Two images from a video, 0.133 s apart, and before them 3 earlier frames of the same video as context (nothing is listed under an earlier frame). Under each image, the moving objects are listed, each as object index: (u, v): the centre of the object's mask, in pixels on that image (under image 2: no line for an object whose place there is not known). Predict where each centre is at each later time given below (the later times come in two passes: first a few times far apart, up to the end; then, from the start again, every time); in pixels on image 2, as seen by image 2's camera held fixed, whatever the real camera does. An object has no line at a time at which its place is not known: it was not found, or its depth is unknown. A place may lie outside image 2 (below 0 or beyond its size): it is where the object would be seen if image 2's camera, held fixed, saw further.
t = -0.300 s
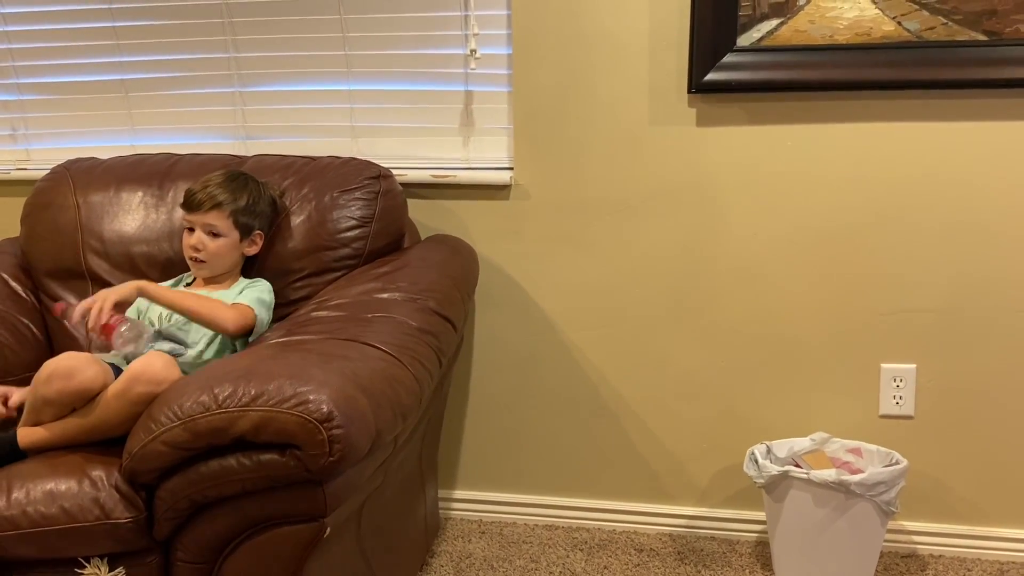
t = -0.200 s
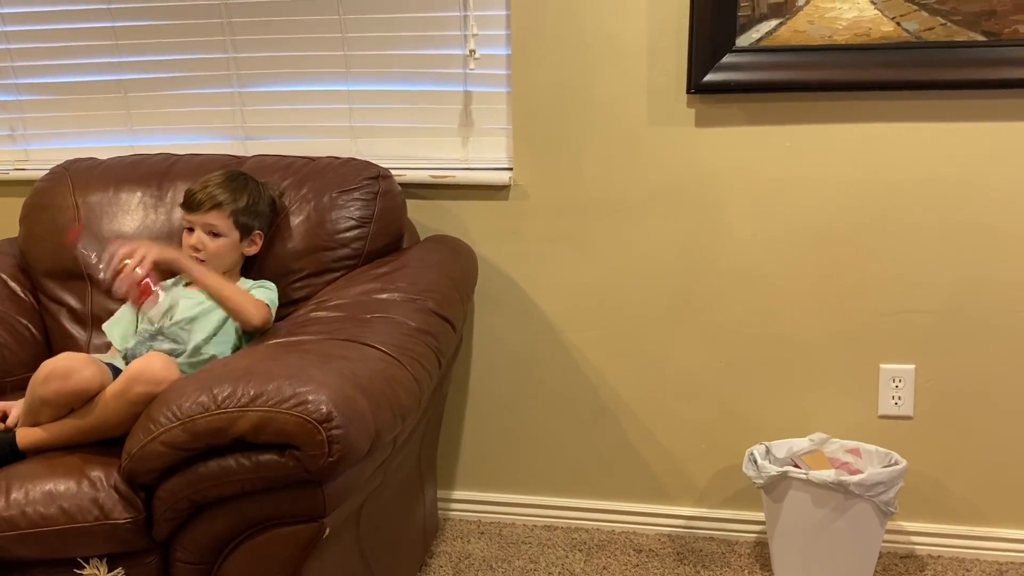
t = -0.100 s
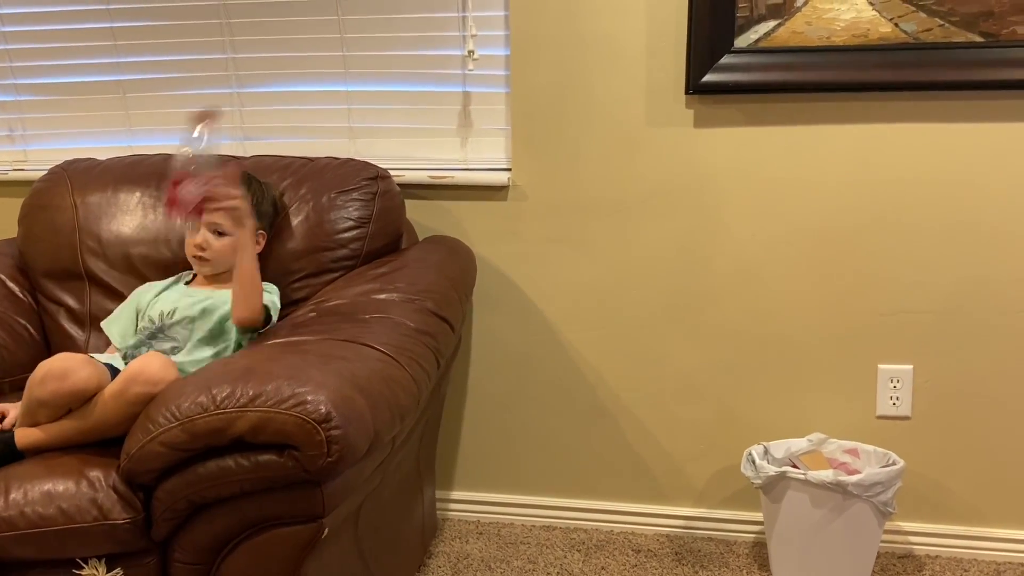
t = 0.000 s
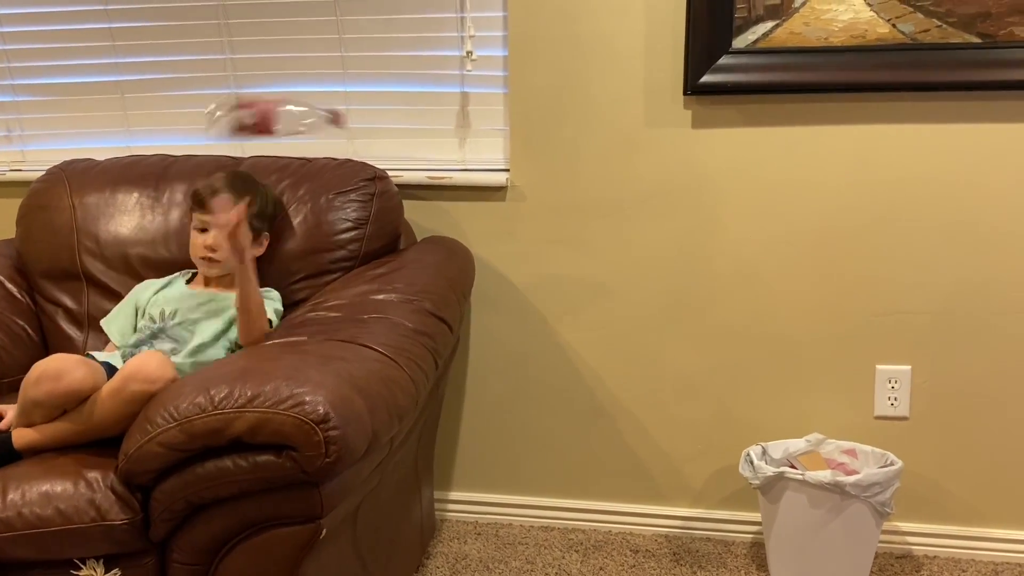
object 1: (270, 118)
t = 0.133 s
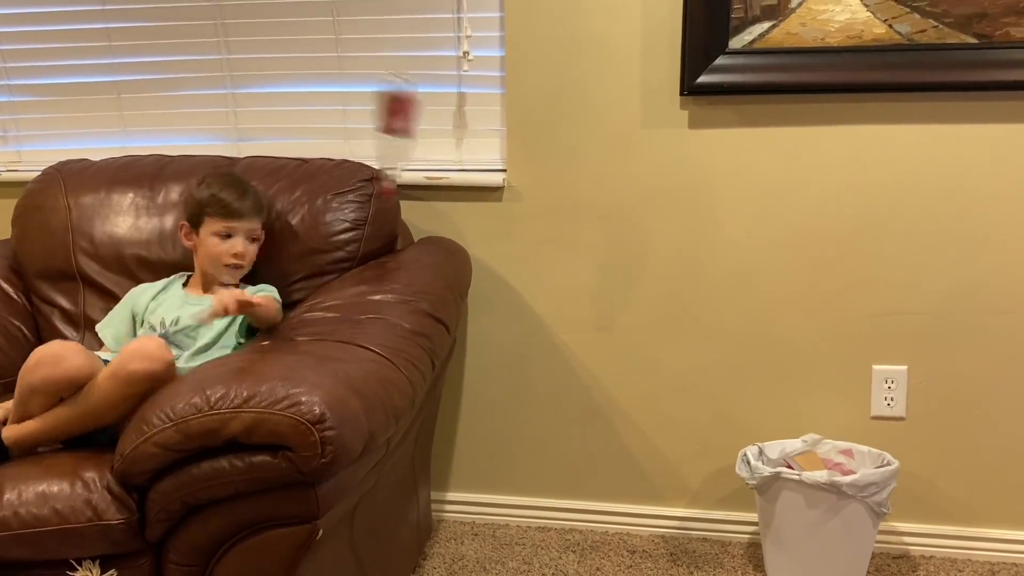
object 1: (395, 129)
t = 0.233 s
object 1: (477, 209)
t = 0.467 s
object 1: (606, 538)
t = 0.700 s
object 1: (714, 423)
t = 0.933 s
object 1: (784, 447)
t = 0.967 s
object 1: (783, 451)
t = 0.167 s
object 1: (427, 146)
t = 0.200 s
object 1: (449, 179)
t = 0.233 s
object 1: (477, 209)
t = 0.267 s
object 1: (507, 247)
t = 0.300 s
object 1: (523, 285)
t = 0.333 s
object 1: (541, 325)
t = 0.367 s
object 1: (559, 370)
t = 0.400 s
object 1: (578, 418)
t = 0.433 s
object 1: (596, 469)
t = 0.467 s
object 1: (606, 538)
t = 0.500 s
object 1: (622, 562)
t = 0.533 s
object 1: (643, 543)
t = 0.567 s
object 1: (655, 503)
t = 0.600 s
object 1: (672, 476)
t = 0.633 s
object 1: (689, 455)
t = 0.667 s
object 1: (700, 435)
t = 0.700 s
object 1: (714, 423)
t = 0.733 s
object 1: (728, 415)
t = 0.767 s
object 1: (741, 410)
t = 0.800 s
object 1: (753, 412)
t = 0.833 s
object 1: (765, 415)
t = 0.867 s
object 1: (773, 420)
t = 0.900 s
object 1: (780, 430)
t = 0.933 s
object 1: (784, 447)
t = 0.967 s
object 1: (783, 451)
